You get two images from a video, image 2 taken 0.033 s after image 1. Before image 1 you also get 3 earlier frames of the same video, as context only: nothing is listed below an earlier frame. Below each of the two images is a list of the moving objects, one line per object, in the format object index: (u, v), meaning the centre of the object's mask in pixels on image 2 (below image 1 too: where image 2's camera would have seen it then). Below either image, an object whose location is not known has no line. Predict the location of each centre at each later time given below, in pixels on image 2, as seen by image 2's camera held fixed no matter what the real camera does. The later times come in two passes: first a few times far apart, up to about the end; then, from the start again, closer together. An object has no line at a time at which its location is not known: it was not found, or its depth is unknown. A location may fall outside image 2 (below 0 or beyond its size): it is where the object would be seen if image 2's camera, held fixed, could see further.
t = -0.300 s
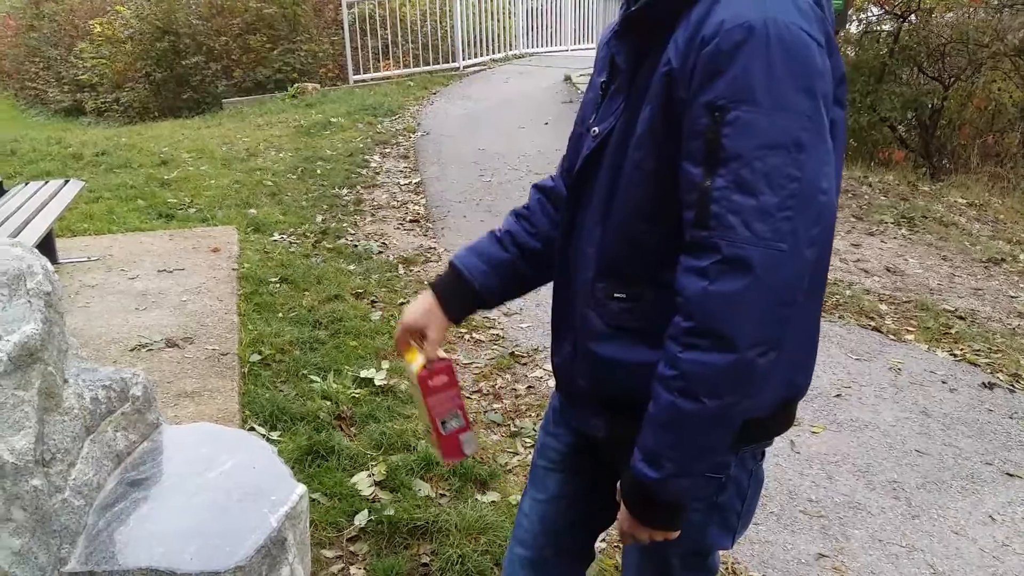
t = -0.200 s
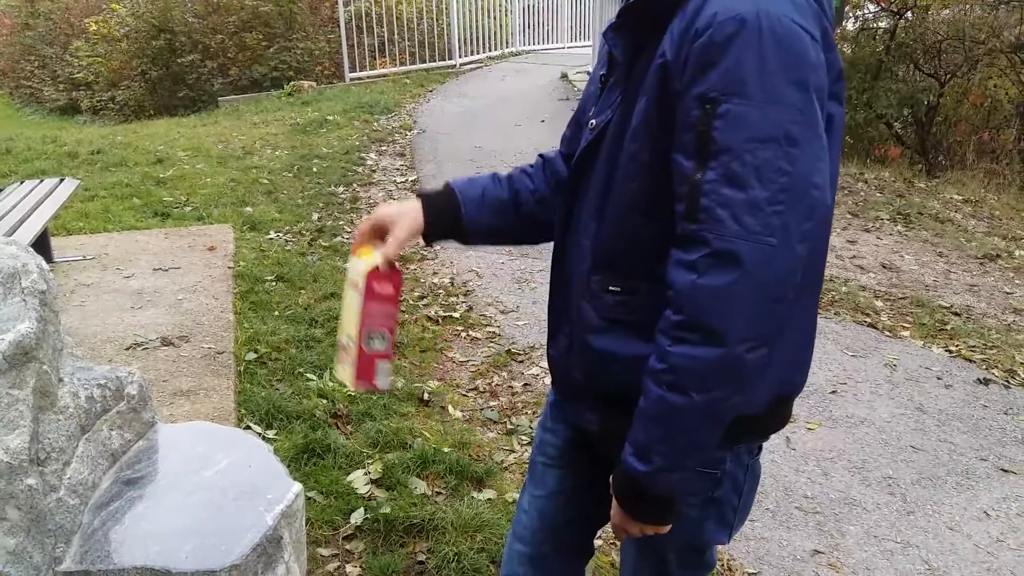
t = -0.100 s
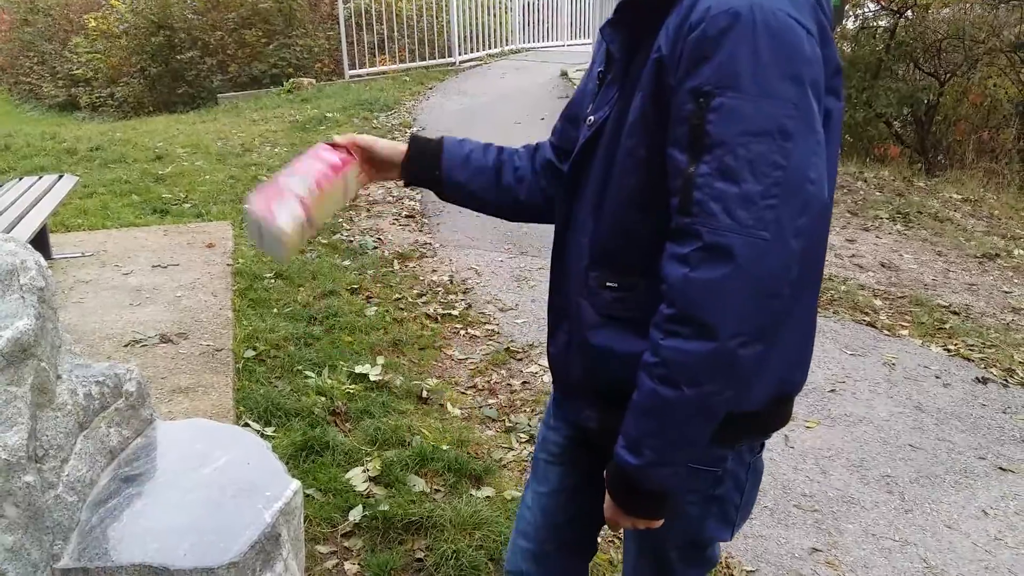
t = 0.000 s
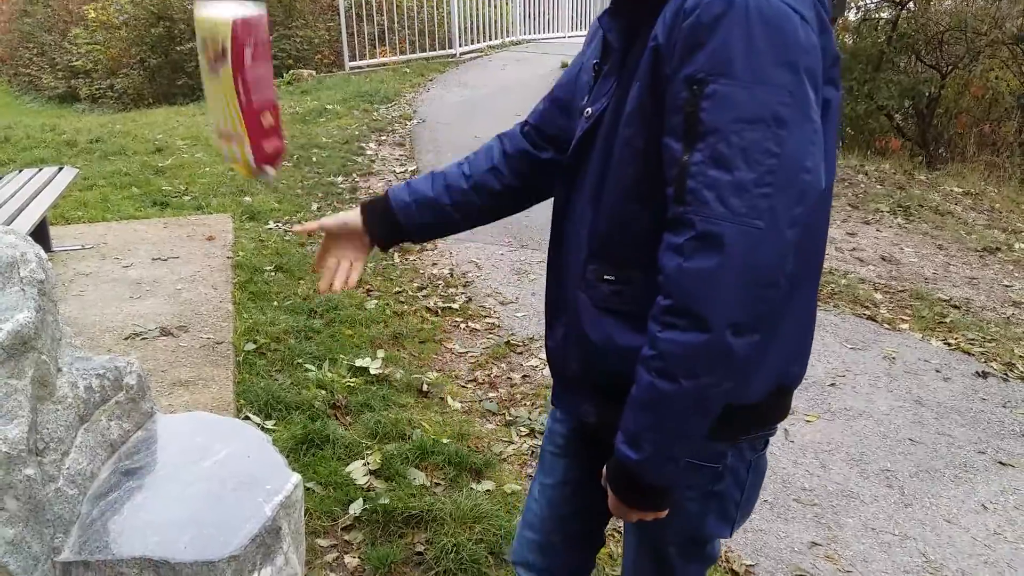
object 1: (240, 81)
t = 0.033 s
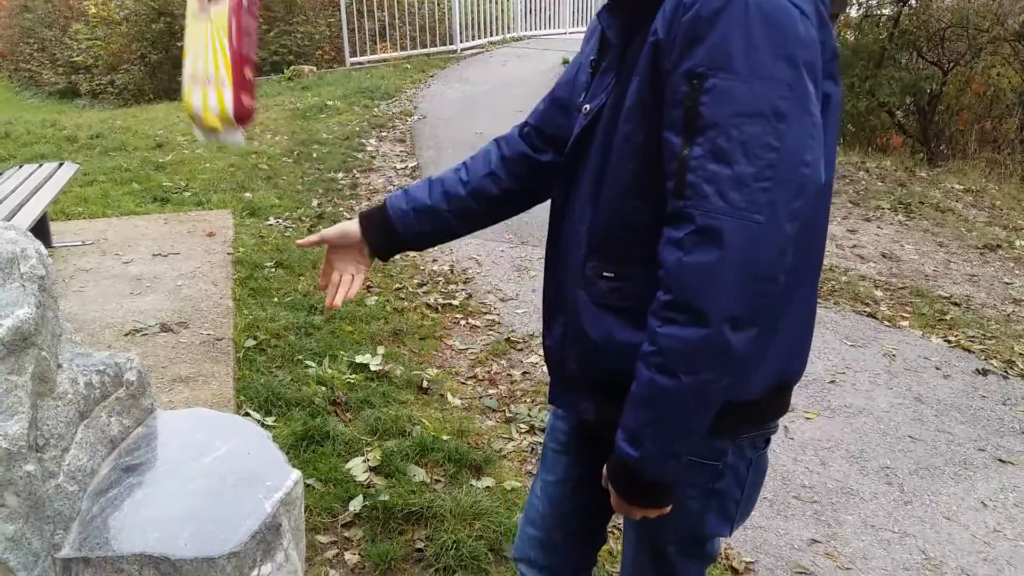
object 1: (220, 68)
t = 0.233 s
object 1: (137, 29)
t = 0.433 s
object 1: (112, 241)
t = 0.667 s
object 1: (112, 473)
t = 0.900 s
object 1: (124, 474)
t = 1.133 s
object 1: (117, 463)
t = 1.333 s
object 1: (117, 462)
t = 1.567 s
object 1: (117, 462)
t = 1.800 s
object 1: (116, 463)
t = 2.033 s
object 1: (116, 462)
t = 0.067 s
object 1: (194, 51)
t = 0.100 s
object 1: (170, 39)
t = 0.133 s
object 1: (148, 30)
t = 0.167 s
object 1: (140, 25)
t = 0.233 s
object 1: (137, 29)
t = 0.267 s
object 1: (131, 40)
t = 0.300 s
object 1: (123, 63)
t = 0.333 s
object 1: (118, 101)
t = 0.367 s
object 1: (116, 143)
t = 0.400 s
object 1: (113, 190)
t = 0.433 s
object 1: (112, 241)
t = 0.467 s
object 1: (114, 298)
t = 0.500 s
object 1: (115, 359)
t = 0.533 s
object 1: (116, 420)
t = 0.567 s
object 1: (117, 475)
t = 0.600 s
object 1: (116, 475)
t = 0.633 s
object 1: (114, 474)
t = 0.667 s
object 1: (112, 473)
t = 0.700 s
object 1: (111, 473)
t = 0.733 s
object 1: (112, 474)
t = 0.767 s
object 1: (112, 474)
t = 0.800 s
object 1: (114, 475)
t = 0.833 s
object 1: (116, 475)
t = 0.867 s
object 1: (120, 475)
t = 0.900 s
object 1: (124, 474)
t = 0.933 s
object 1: (128, 471)
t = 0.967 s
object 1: (126, 470)
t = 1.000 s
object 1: (125, 469)
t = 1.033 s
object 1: (122, 468)
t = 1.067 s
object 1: (121, 467)
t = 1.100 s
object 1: (119, 465)
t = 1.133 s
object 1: (117, 463)
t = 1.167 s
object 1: (116, 460)
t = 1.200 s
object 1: (118, 459)
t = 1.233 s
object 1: (118, 458)
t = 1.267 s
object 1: (117, 460)
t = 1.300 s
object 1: (116, 461)
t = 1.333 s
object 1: (117, 462)
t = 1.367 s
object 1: (117, 463)
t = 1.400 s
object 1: (116, 464)
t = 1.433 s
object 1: (115, 464)
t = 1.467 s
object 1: (114, 464)
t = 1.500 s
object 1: (115, 464)
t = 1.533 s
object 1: (116, 463)
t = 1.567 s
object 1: (117, 462)
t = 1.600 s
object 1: (117, 462)
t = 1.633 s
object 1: (116, 463)
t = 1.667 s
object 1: (117, 463)
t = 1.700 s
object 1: (117, 463)
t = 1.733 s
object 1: (117, 463)
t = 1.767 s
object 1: (116, 463)
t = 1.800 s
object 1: (116, 463)
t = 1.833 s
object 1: (116, 463)
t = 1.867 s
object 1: (117, 463)
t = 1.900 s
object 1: (116, 463)
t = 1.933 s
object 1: (116, 463)
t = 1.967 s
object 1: (116, 463)
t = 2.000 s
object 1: (116, 463)
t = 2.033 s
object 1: (116, 462)
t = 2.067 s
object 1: (116, 462)
